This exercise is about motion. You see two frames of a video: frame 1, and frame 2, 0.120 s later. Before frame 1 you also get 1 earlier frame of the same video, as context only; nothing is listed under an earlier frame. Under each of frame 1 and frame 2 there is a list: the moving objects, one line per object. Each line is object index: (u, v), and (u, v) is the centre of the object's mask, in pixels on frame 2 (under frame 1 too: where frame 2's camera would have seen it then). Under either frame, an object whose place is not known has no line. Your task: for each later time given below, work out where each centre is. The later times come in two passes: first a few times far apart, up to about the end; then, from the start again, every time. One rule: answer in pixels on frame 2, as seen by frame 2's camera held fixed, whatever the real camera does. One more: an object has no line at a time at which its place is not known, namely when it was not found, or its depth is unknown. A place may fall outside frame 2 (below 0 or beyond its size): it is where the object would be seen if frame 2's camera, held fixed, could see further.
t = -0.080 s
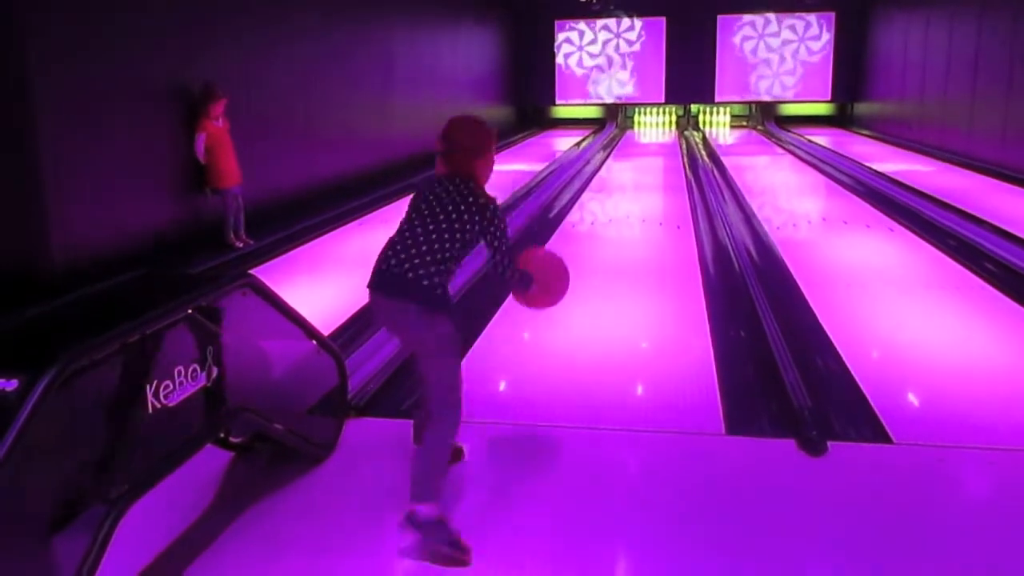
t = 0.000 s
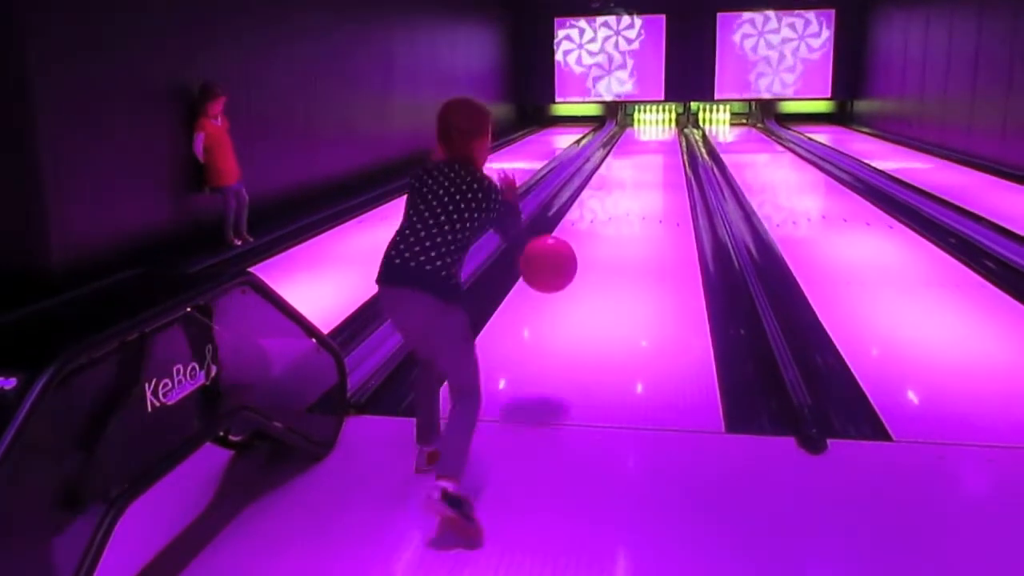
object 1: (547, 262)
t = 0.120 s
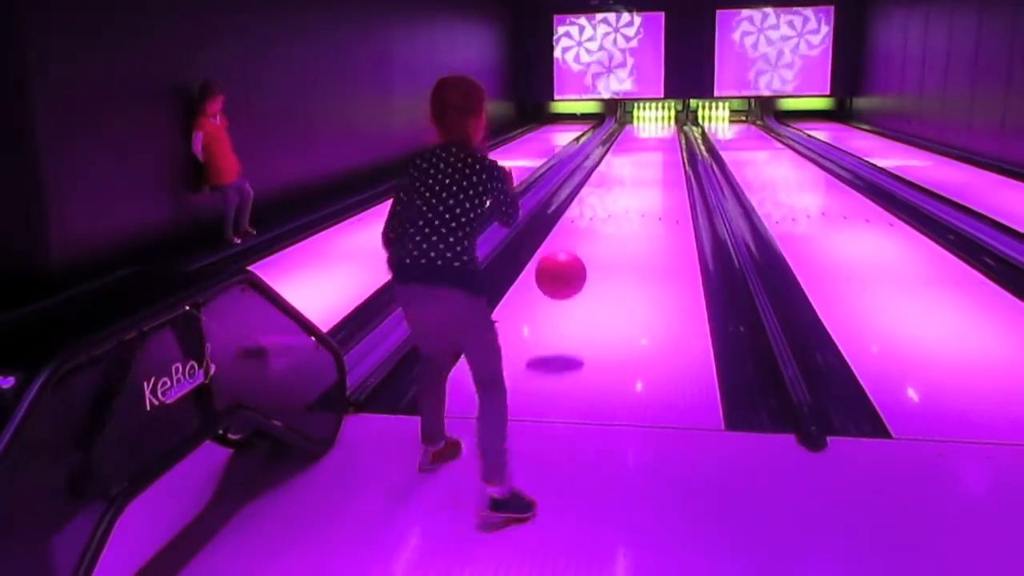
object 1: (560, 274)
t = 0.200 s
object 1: (568, 299)
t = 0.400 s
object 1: (582, 283)
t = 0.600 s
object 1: (594, 260)
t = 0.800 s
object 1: (603, 242)
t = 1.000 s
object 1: (611, 227)
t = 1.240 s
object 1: (618, 214)
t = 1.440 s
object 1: (622, 204)
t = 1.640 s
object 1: (626, 196)
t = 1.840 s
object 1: (630, 189)
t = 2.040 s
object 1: (633, 182)
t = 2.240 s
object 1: (635, 176)
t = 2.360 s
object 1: (637, 173)
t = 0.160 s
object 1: (564, 285)
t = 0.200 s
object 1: (568, 299)
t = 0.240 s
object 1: (571, 307)
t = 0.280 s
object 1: (574, 300)
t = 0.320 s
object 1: (577, 294)
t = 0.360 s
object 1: (580, 288)
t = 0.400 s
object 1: (582, 283)
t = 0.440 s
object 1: (585, 278)
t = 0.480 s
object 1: (587, 272)
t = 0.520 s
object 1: (589, 268)
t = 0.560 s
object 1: (592, 264)
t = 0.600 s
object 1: (594, 260)
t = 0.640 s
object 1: (596, 255)
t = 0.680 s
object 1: (598, 252)
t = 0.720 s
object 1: (600, 248)
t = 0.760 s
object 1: (601, 245)
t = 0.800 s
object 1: (603, 242)
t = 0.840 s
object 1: (605, 238)
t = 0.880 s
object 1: (606, 235)
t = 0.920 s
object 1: (608, 232)
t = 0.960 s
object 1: (609, 230)
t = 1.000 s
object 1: (611, 227)
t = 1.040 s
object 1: (612, 225)
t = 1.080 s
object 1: (613, 222)
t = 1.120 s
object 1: (614, 220)
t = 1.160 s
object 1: (616, 218)
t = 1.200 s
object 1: (617, 216)
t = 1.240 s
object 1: (618, 214)
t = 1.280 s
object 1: (619, 212)
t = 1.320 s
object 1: (620, 210)
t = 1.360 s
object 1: (621, 207)
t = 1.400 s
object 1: (622, 206)
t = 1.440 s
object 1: (622, 204)
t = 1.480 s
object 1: (623, 203)
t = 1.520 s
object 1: (624, 201)
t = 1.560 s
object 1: (625, 199)
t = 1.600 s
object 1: (626, 197)
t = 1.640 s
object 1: (626, 196)
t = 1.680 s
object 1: (627, 194)
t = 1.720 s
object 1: (628, 193)
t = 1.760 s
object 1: (628, 192)
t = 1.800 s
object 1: (629, 190)
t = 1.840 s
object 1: (630, 189)
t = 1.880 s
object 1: (630, 188)
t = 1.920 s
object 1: (631, 186)
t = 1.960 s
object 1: (632, 185)
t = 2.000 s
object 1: (632, 183)
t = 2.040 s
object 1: (633, 182)
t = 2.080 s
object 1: (633, 181)
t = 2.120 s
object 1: (634, 180)
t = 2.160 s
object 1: (634, 179)
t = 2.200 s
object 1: (635, 178)
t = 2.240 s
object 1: (635, 176)
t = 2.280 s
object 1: (636, 175)
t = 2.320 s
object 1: (636, 174)
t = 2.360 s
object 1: (637, 173)
